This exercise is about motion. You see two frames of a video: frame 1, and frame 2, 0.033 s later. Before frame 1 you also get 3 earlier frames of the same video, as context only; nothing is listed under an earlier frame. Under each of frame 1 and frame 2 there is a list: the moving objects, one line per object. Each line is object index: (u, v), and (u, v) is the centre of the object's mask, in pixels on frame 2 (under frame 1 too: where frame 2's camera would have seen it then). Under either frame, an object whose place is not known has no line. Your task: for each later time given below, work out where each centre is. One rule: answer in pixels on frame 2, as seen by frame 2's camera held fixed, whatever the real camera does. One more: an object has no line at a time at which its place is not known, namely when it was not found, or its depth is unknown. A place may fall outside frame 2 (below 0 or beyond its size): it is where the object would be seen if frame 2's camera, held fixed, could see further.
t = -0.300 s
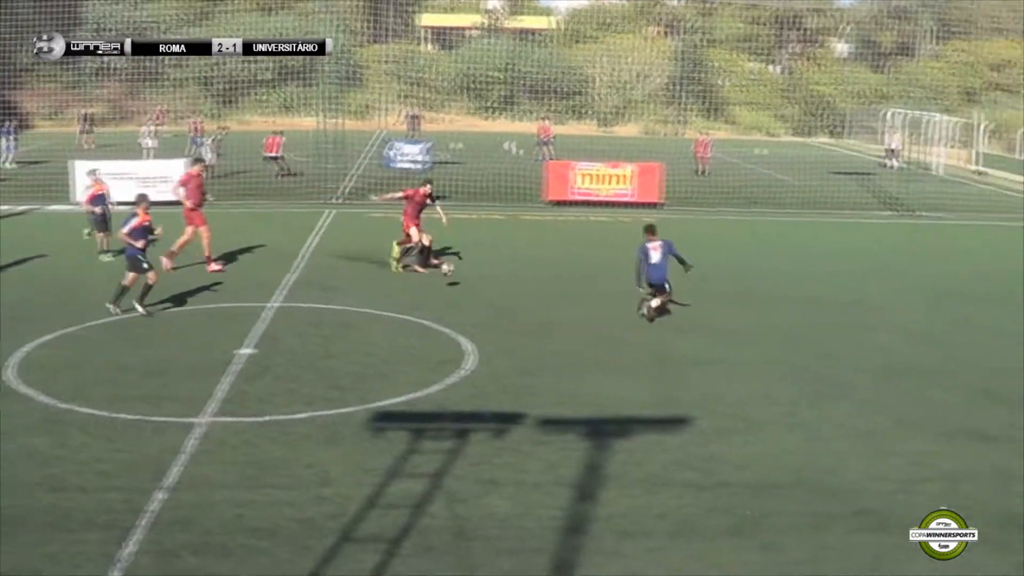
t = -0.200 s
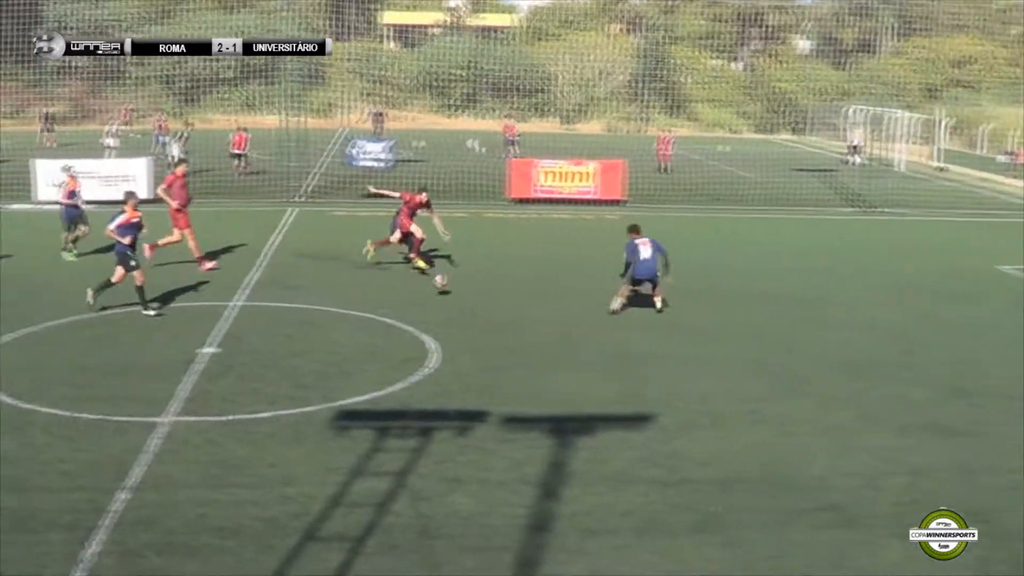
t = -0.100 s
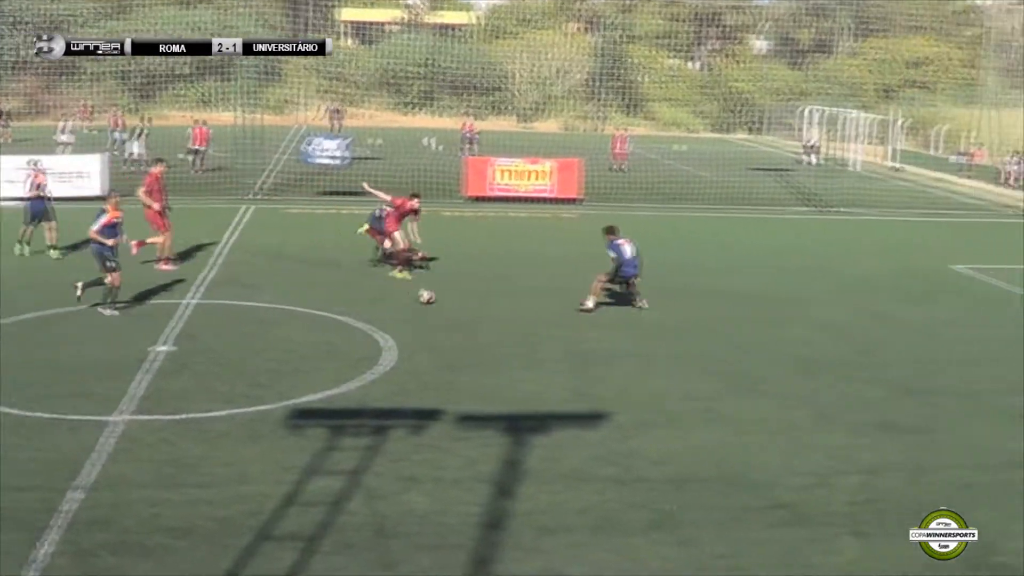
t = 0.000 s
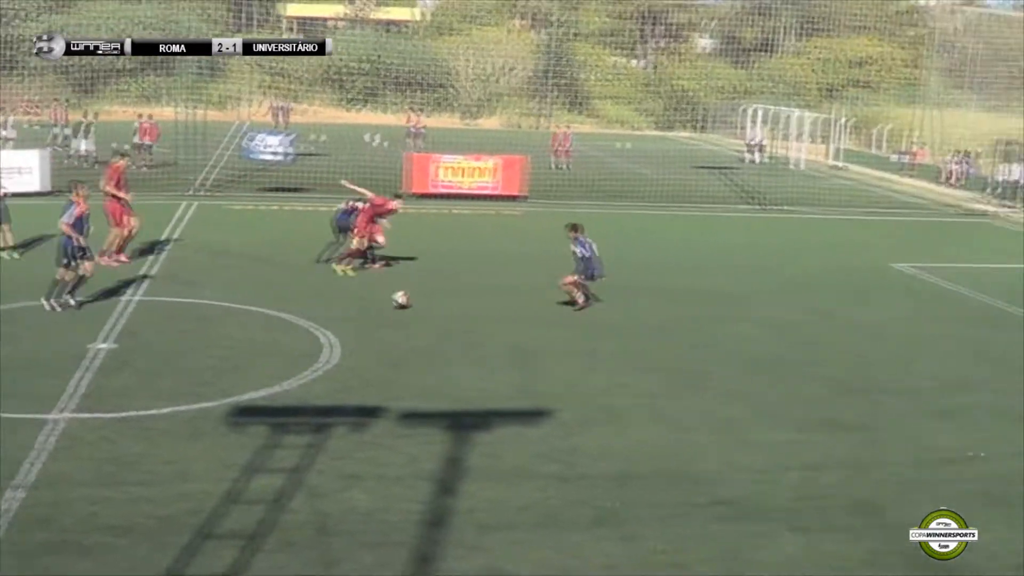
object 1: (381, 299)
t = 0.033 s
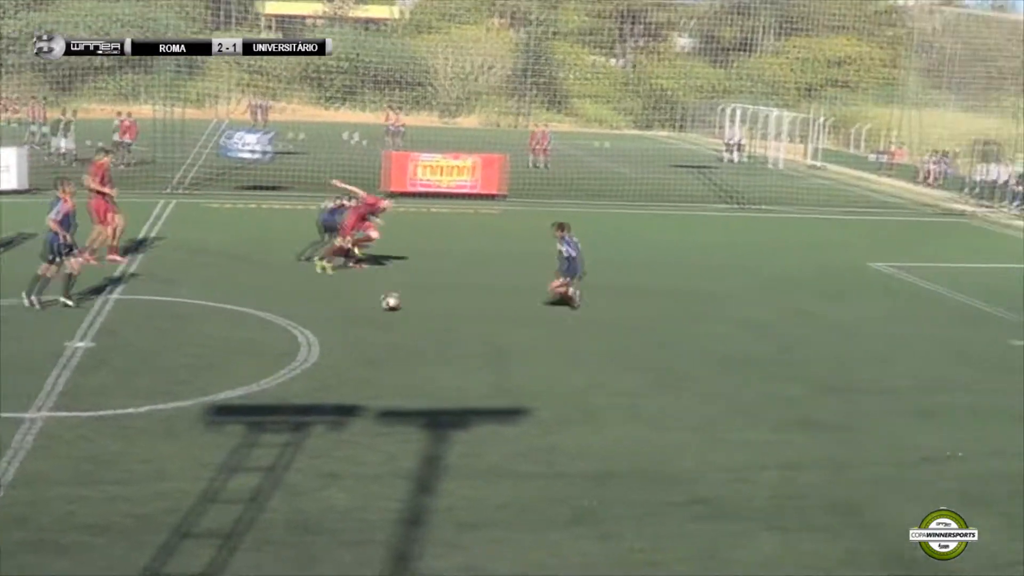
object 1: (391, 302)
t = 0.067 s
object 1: (399, 306)
